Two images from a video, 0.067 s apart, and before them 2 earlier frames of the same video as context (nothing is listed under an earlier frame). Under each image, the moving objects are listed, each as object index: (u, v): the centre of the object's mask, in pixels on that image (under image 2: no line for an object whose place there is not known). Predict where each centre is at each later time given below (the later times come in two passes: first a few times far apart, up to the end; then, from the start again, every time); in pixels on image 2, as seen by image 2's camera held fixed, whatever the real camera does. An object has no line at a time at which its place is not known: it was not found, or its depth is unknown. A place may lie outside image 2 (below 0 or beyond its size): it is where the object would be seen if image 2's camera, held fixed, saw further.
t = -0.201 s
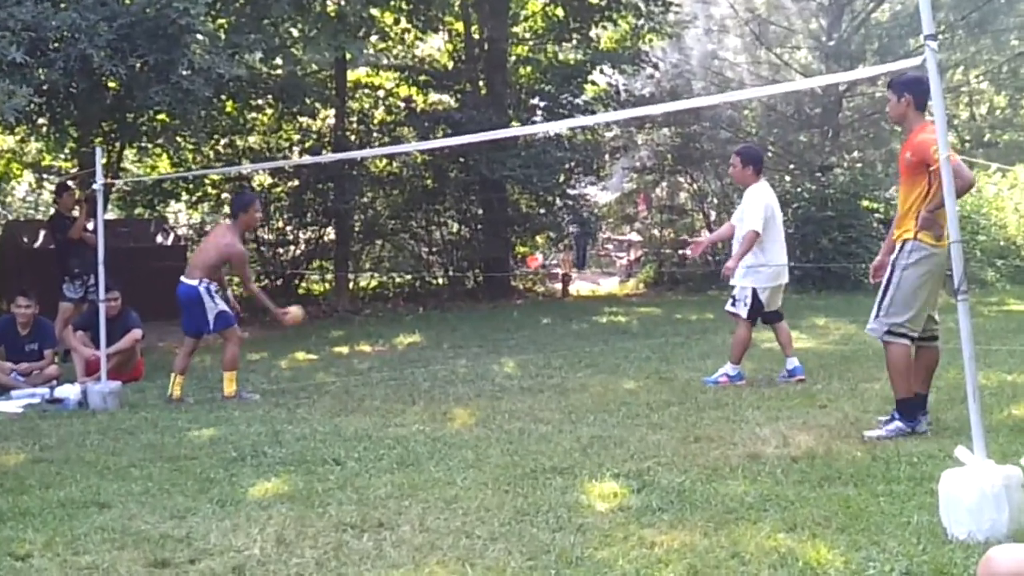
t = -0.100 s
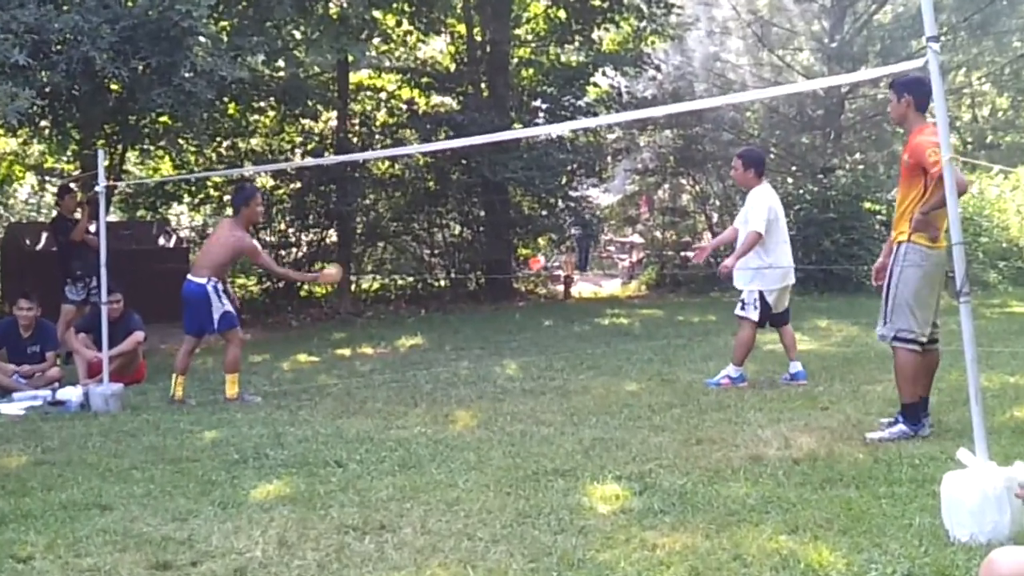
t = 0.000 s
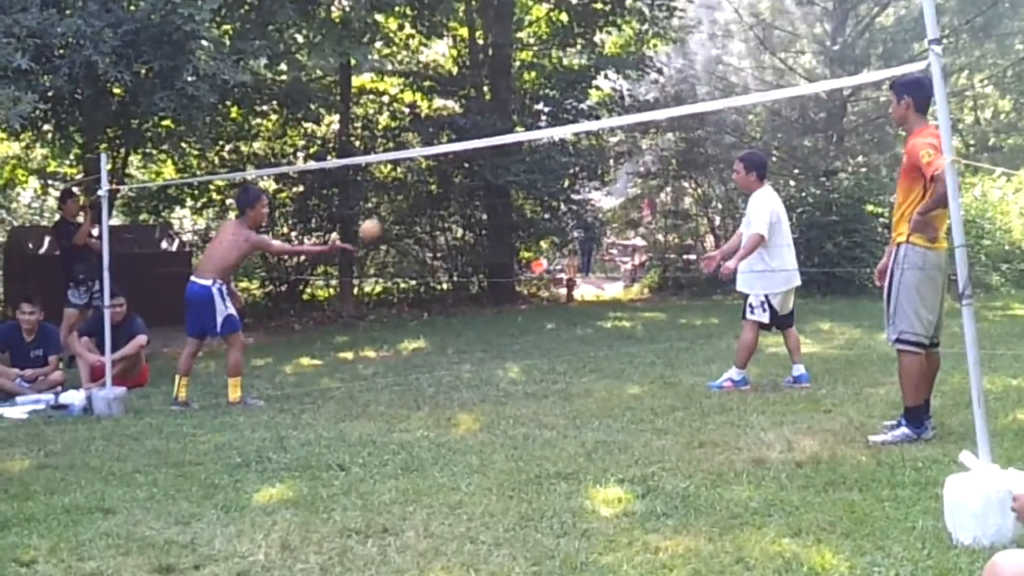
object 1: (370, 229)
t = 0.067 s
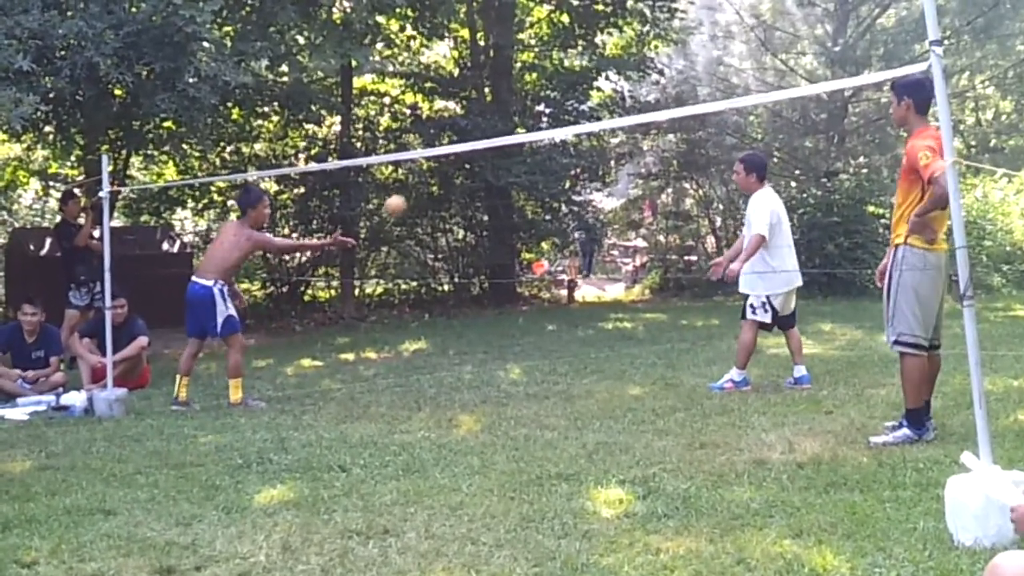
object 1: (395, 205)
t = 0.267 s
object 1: (464, 168)
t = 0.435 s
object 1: (522, 180)
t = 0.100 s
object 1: (407, 195)
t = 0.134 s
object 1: (419, 186)
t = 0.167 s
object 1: (431, 180)
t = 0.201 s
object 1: (442, 174)
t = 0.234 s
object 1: (454, 170)
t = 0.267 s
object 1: (464, 168)
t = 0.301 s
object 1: (477, 168)
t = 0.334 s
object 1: (488, 169)
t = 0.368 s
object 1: (499, 171)
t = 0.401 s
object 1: (511, 175)
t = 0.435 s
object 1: (522, 180)
